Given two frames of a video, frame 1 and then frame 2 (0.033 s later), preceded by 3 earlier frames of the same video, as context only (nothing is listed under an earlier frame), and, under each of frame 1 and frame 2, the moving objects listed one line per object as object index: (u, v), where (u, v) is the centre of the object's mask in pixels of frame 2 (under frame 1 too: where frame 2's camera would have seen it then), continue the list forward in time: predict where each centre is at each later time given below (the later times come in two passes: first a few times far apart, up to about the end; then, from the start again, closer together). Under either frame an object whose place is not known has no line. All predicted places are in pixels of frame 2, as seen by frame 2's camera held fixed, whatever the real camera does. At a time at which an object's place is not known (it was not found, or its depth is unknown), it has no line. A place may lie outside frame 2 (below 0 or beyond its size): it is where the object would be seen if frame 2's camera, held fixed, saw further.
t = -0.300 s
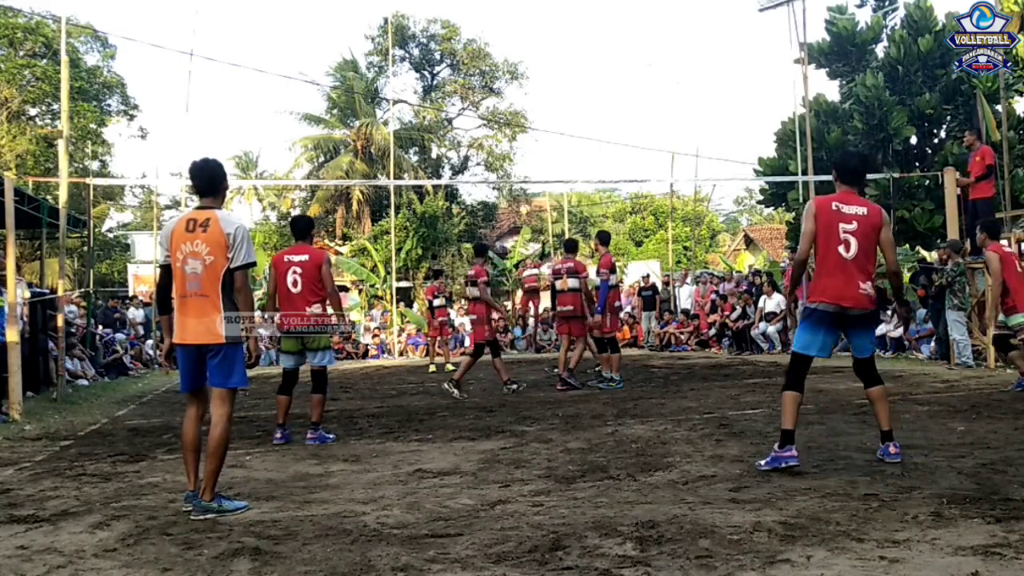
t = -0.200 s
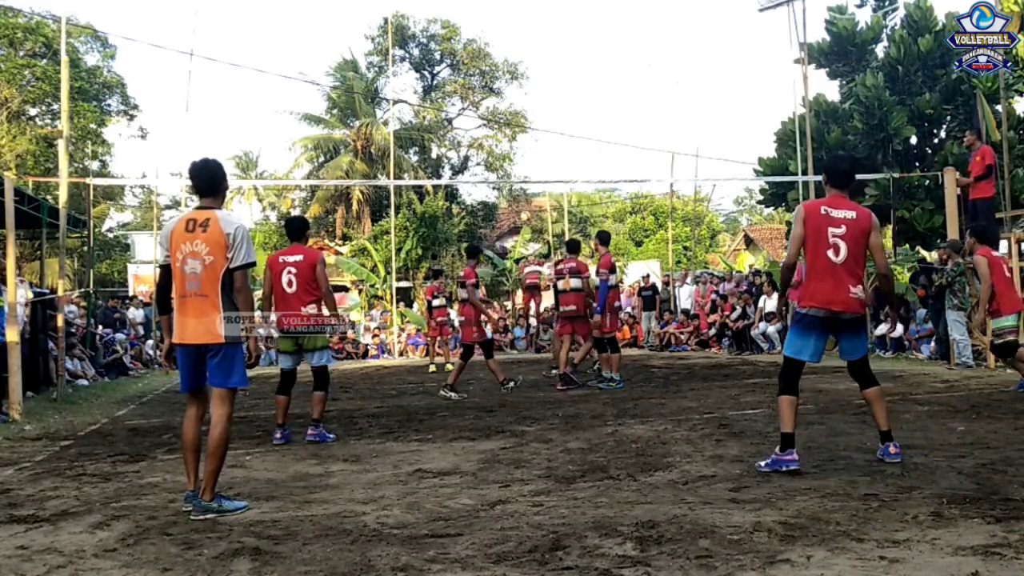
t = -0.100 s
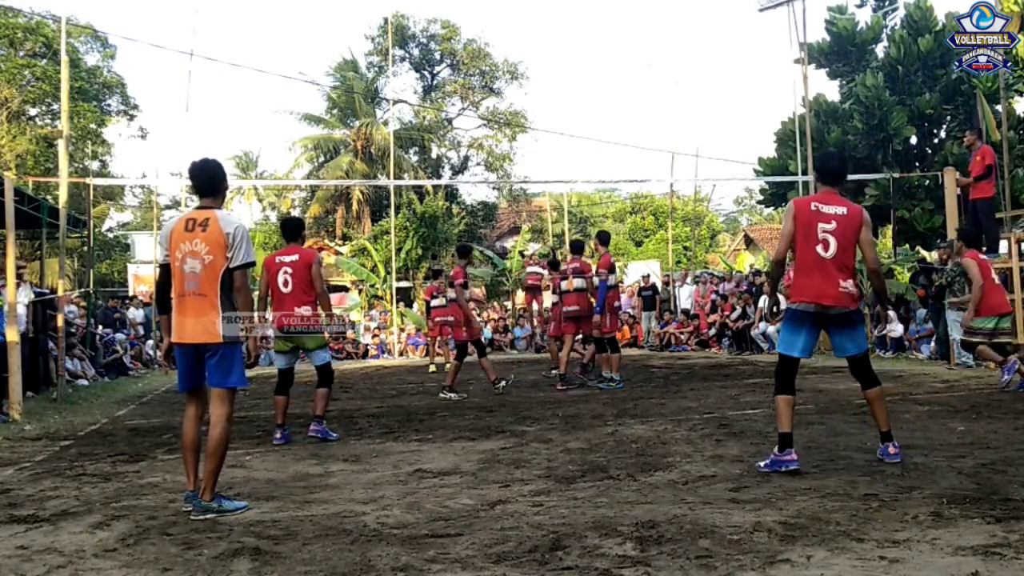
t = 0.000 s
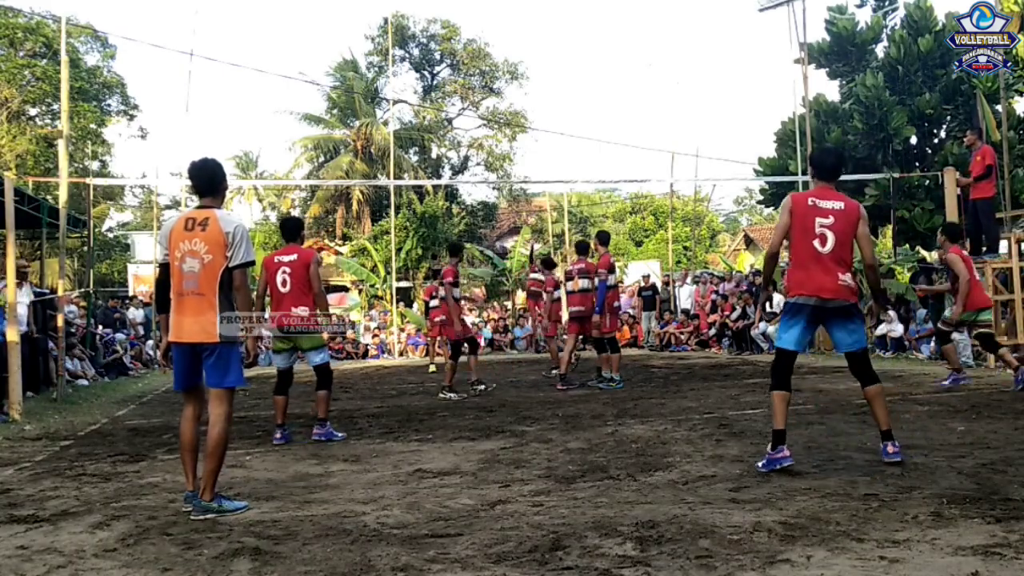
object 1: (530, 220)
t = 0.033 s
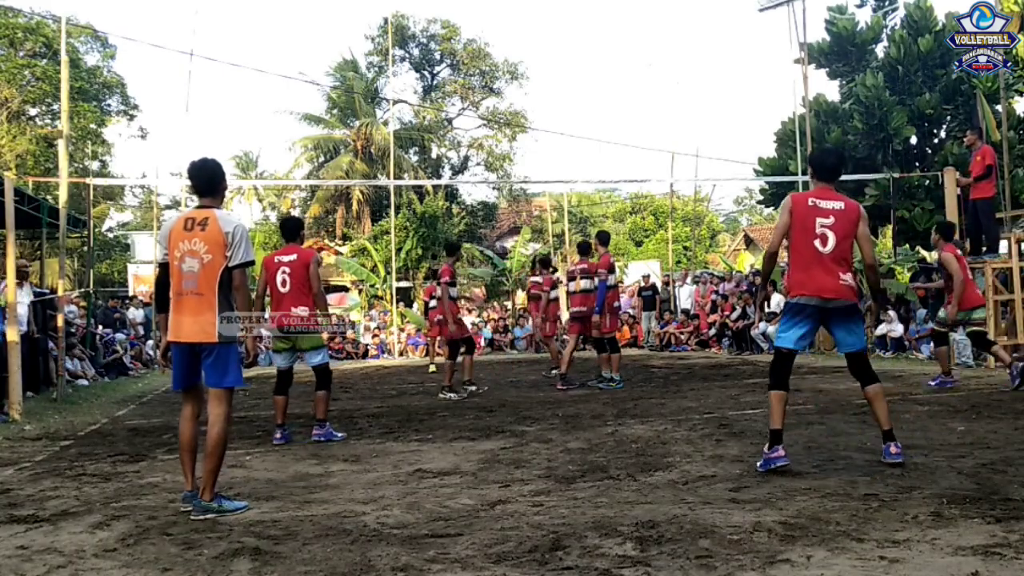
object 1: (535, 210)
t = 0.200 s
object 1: (559, 173)
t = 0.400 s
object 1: (598, 131)
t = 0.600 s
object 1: (664, 104)
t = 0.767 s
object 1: (748, 111)
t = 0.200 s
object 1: (559, 173)
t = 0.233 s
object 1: (564, 165)
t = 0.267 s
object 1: (570, 158)
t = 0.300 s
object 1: (577, 151)
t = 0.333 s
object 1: (583, 144)
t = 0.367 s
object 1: (590, 137)
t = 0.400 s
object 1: (598, 131)
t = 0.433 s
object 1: (607, 125)
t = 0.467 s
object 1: (616, 120)
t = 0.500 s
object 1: (627, 114)
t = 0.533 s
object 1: (638, 109)
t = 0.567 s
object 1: (651, 106)
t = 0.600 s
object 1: (664, 104)
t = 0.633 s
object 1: (679, 102)
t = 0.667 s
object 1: (694, 102)
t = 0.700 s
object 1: (711, 104)
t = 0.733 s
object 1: (729, 107)
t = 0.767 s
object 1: (748, 111)
